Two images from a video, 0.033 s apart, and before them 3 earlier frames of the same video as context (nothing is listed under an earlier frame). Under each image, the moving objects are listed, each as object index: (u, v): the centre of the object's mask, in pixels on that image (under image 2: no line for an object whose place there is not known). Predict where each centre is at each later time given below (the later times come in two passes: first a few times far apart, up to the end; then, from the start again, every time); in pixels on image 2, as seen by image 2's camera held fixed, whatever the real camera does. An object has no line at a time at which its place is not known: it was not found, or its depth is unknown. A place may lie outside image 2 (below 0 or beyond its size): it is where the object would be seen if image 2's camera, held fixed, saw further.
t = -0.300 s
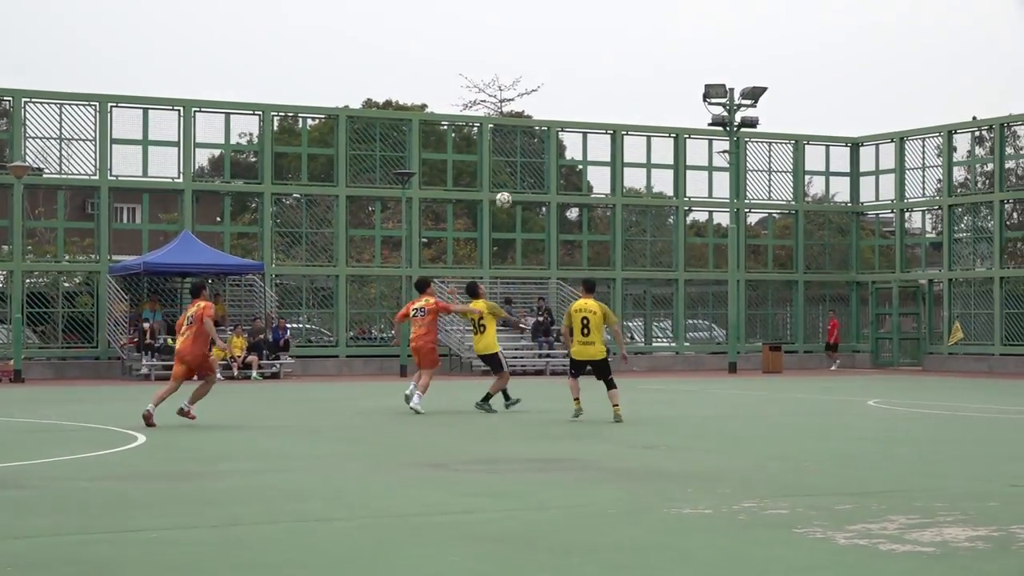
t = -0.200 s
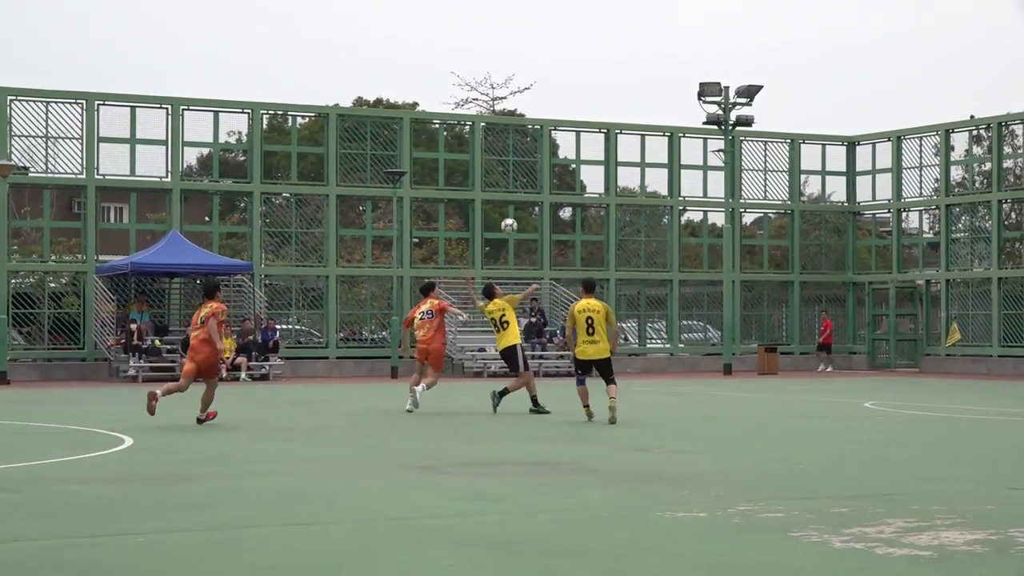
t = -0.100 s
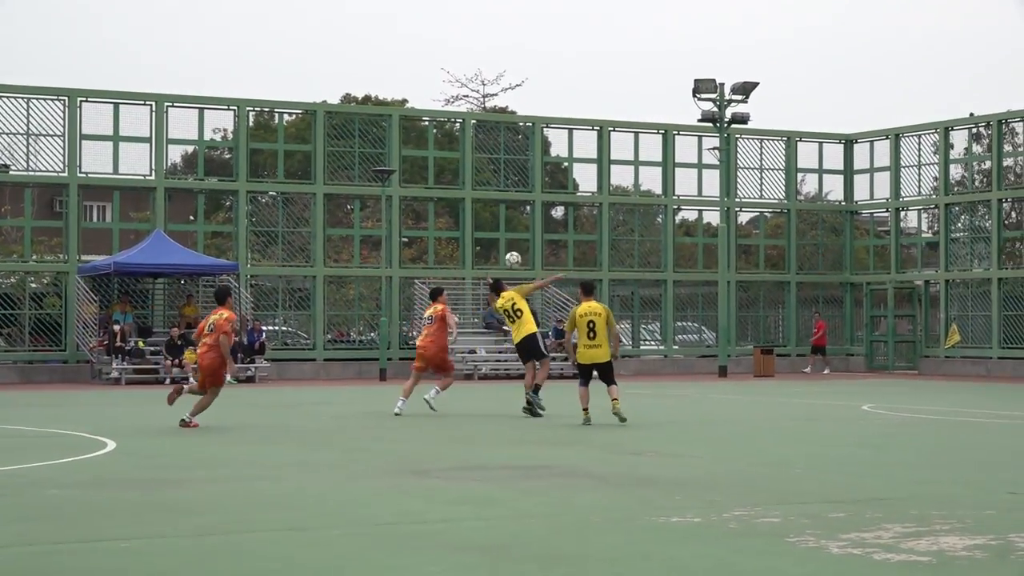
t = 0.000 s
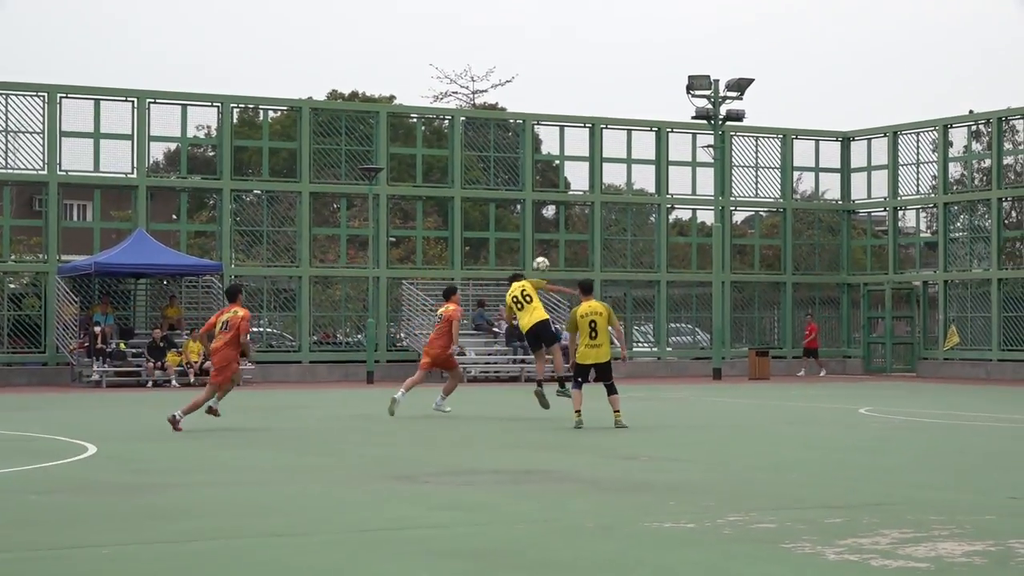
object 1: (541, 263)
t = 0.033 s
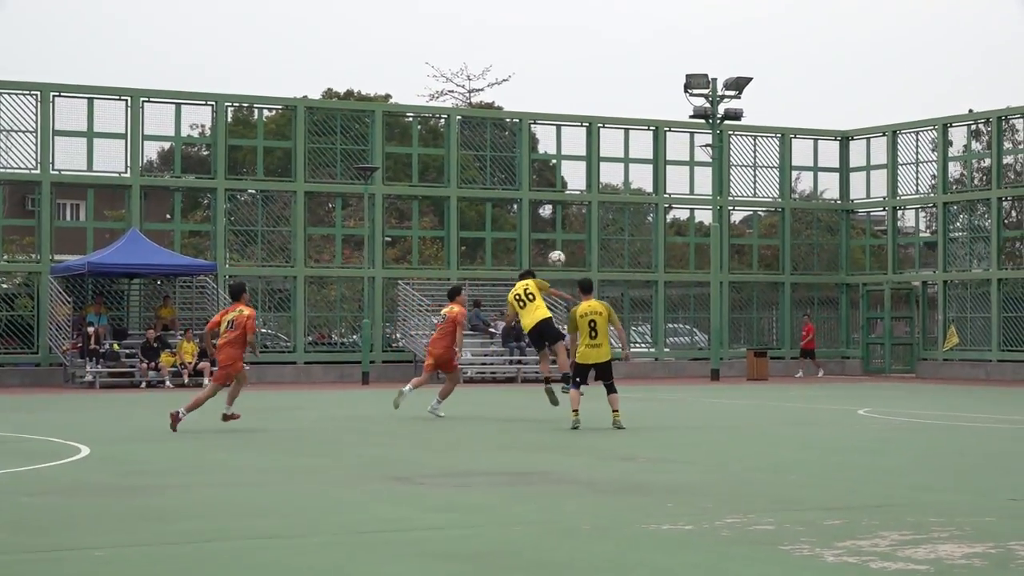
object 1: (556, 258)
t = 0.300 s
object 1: (702, 241)
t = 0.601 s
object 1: (852, 286)
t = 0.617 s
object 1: (860, 290)
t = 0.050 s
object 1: (567, 256)
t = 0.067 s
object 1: (575, 253)
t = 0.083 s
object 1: (585, 250)
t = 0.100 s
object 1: (594, 249)
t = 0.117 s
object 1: (603, 247)
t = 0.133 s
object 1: (612, 245)
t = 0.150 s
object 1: (621, 244)
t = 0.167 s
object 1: (630, 242)
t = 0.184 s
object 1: (640, 242)
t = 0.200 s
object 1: (648, 241)
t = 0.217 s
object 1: (657, 240)
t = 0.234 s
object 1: (666, 239)
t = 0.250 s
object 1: (675, 239)
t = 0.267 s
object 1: (684, 239)
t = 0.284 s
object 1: (693, 240)
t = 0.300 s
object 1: (702, 241)
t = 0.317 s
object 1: (710, 241)
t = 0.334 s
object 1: (719, 242)
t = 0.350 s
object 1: (729, 244)
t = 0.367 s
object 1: (737, 246)
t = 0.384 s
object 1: (745, 247)
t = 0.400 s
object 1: (754, 249)
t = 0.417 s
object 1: (763, 251)
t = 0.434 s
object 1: (771, 253)
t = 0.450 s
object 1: (779, 255)
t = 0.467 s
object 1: (787, 257)
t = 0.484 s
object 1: (795, 260)
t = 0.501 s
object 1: (803, 263)
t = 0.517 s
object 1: (812, 266)
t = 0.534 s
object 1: (820, 269)
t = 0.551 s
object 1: (828, 273)
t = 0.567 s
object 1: (836, 277)
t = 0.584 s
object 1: (844, 282)
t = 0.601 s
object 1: (852, 286)
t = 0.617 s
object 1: (860, 290)
